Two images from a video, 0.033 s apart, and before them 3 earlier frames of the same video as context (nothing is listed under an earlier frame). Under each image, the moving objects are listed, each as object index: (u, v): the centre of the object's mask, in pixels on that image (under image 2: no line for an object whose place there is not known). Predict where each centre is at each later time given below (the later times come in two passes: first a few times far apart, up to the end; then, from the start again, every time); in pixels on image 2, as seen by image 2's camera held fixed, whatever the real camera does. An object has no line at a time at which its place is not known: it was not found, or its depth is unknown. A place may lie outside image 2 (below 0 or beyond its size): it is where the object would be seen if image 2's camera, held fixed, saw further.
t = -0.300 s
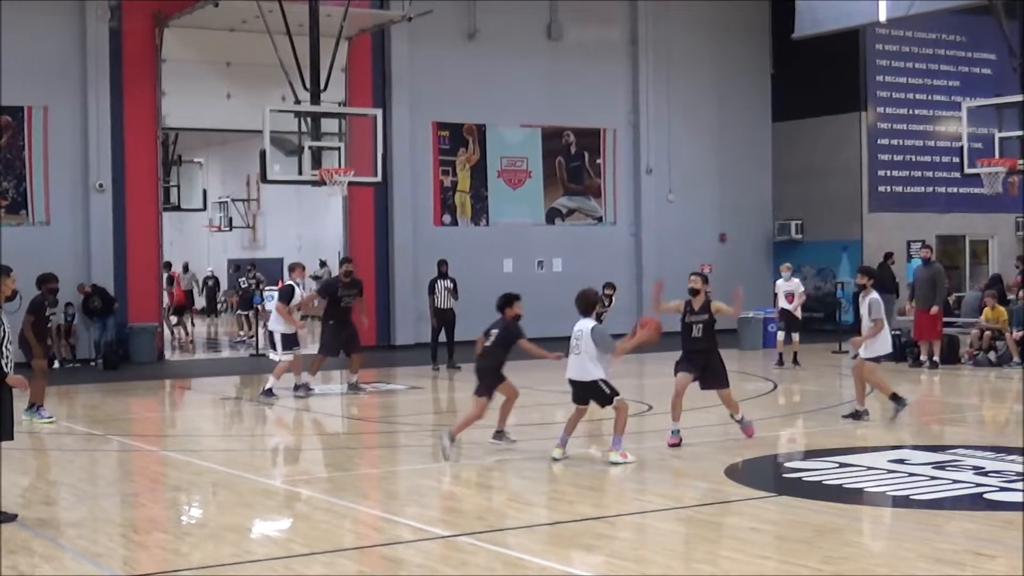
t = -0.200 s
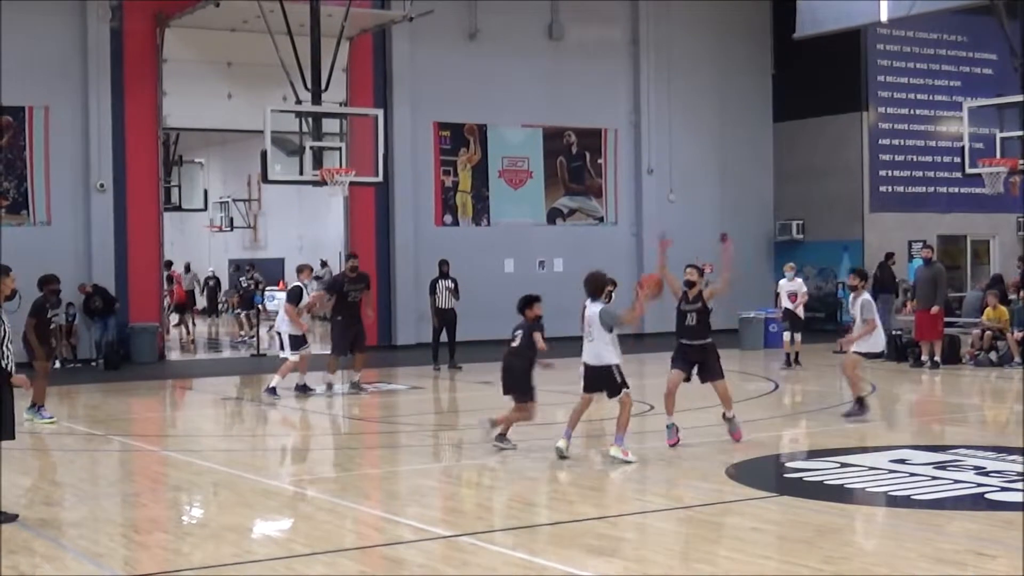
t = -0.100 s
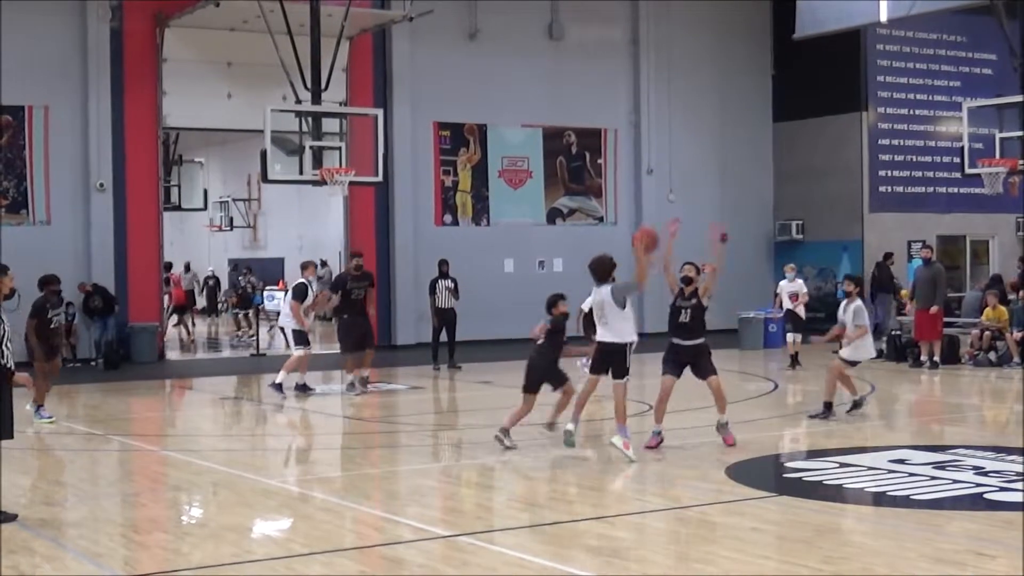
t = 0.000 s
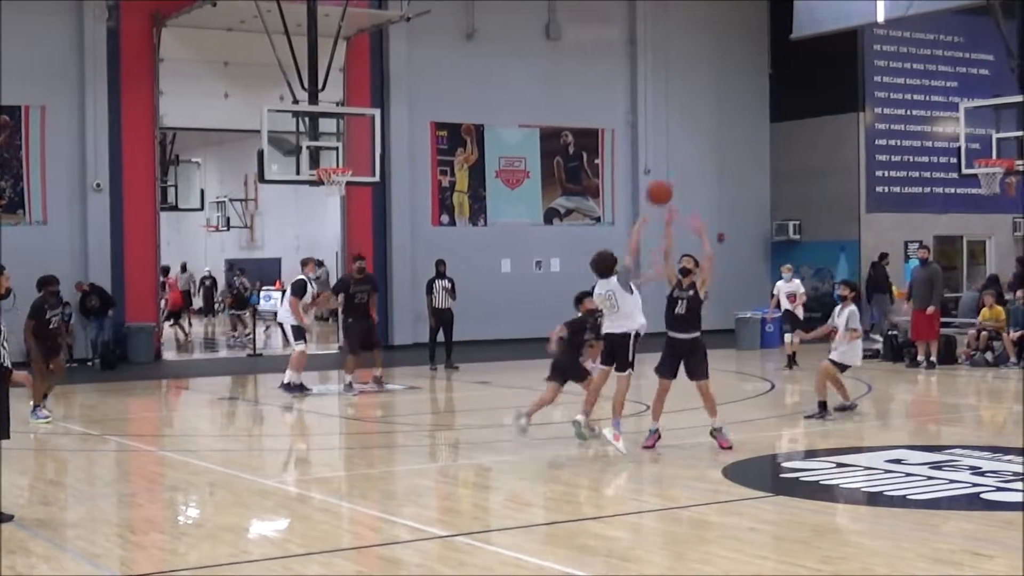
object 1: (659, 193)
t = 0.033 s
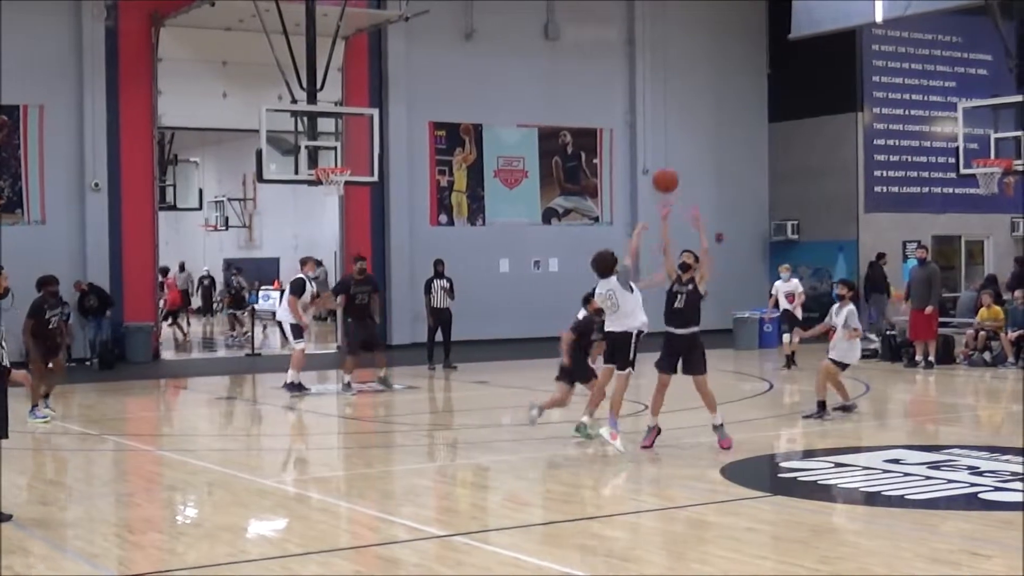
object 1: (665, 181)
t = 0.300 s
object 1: (721, 138)
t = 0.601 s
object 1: (776, 172)
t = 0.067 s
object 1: (673, 170)
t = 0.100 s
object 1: (680, 162)
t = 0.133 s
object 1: (687, 155)
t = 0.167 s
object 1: (695, 149)
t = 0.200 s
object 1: (702, 145)
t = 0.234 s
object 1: (708, 141)
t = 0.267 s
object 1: (715, 139)
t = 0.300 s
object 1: (721, 138)
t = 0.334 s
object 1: (727, 138)
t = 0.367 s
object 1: (733, 138)
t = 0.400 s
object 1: (740, 140)
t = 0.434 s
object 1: (745, 143)
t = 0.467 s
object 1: (752, 147)
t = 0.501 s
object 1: (757, 152)
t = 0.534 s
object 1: (764, 157)
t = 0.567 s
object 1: (767, 164)
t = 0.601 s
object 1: (776, 172)
